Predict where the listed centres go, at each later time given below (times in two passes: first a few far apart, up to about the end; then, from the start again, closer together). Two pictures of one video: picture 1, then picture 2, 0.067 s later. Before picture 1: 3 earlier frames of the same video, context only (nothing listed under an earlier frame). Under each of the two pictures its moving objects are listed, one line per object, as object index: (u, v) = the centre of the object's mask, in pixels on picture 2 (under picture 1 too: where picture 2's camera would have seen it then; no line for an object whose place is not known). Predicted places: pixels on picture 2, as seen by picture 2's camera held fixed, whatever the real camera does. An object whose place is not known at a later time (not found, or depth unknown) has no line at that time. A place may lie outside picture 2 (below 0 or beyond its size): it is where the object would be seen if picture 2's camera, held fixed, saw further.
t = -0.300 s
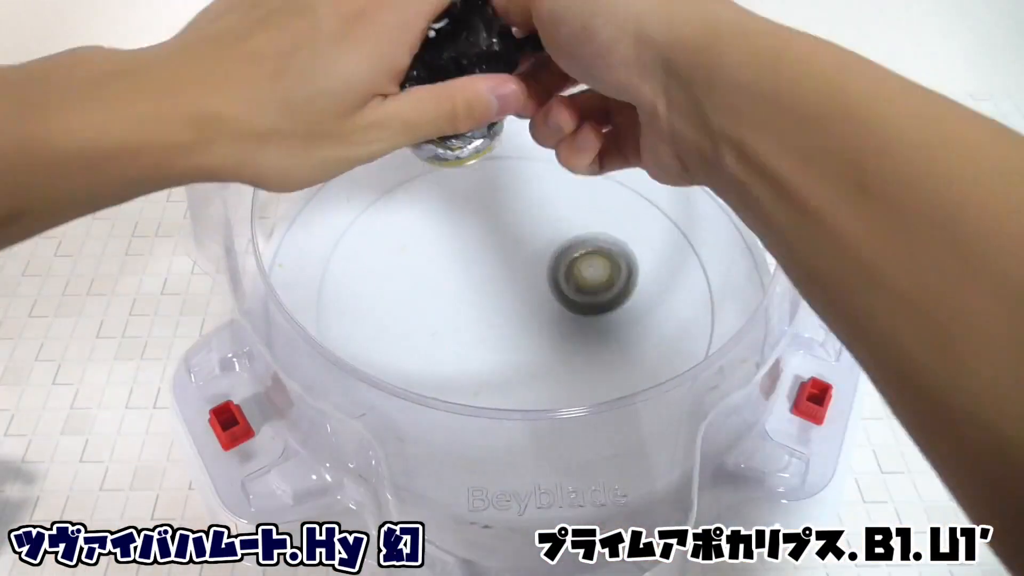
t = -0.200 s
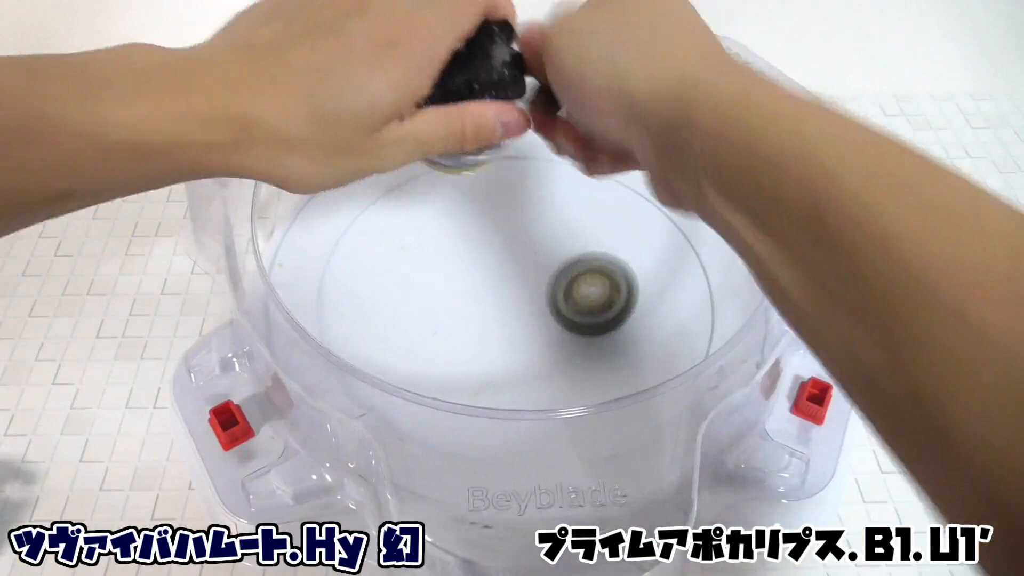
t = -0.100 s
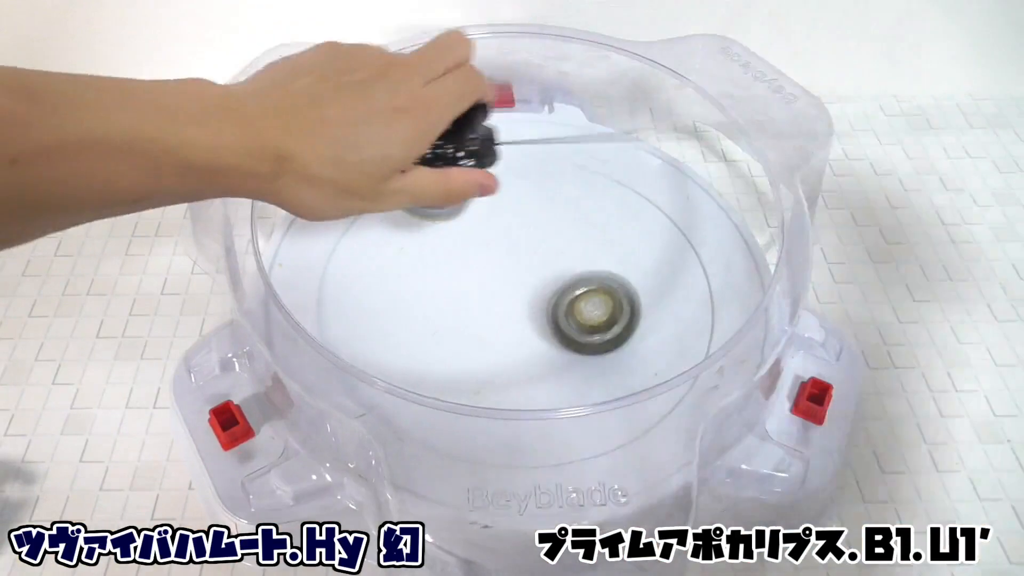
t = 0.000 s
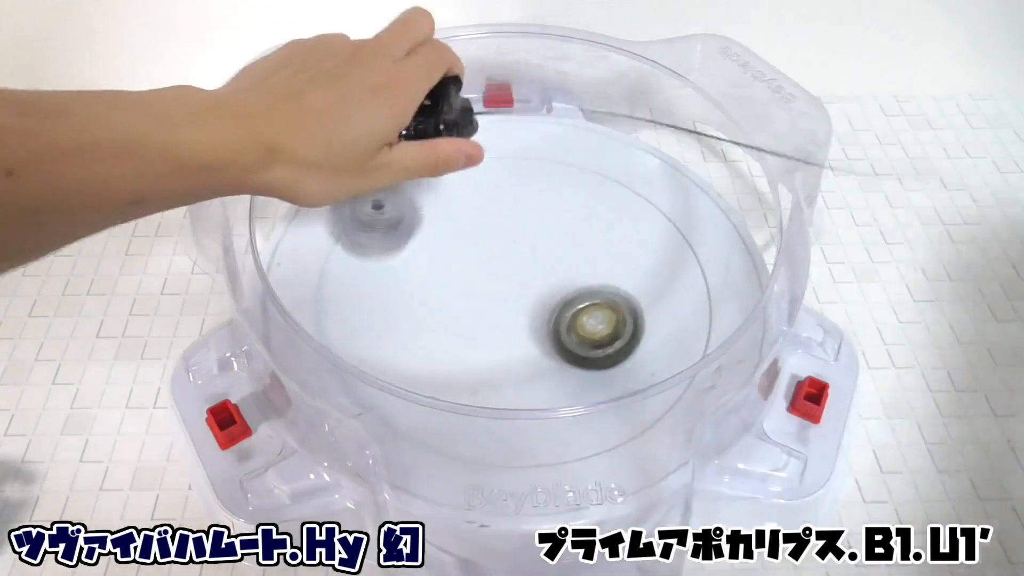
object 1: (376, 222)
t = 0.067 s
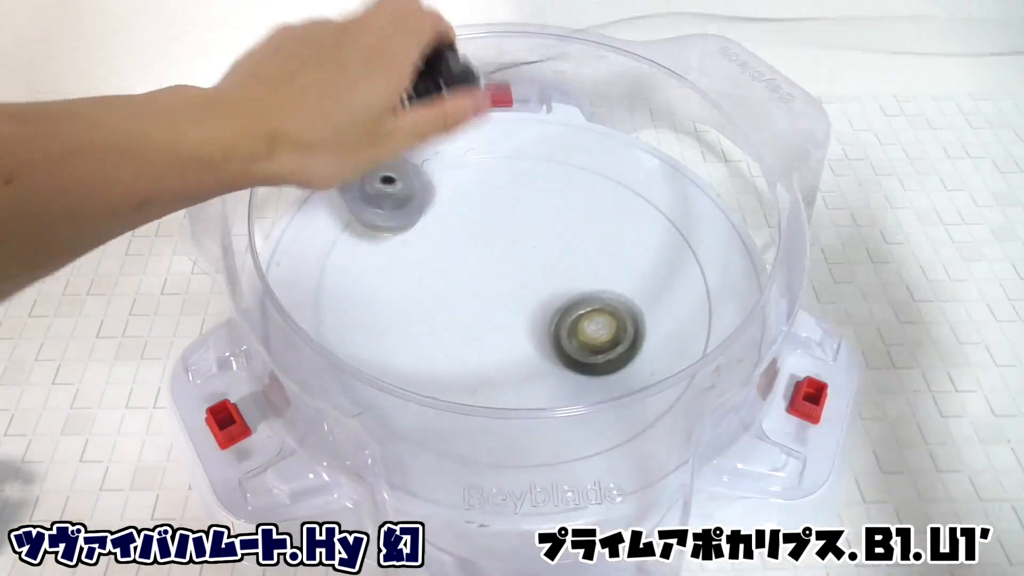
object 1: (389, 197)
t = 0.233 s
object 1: (446, 257)
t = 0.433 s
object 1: (492, 272)
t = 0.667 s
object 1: (495, 272)
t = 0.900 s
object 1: (358, 290)
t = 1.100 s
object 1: (513, 353)
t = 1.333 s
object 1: (607, 450)
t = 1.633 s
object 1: (705, 265)
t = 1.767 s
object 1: (670, 179)
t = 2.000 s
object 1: (568, 198)
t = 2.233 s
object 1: (484, 285)
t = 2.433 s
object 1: (538, 350)
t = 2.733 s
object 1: (555, 290)
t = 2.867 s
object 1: (541, 247)
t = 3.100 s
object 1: (603, 230)
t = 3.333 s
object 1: (394, 204)
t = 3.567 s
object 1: (379, 260)
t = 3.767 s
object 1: (466, 302)
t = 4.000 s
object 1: (521, 327)
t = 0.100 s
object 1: (392, 200)
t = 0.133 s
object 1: (399, 222)
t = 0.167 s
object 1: (411, 252)
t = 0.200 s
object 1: (427, 259)
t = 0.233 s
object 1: (446, 257)
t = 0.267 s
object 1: (467, 267)
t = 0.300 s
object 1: (490, 286)
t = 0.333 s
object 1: (507, 283)
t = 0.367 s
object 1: (501, 274)
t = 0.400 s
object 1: (496, 273)
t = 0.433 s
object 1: (492, 272)
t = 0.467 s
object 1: (489, 264)
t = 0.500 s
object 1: (489, 266)
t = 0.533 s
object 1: (488, 264)
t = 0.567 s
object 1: (489, 265)
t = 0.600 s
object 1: (490, 266)
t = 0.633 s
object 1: (493, 268)
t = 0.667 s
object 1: (495, 272)
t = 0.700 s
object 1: (437, 285)
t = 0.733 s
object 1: (366, 294)
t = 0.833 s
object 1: (306, 286)
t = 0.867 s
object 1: (334, 295)
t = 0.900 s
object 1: (358, 290)
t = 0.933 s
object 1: (389, 290)
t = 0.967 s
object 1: (416, 288)
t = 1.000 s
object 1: (443, 287)
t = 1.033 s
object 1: (466, 289)
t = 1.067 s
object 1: (490, 322)
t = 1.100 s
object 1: (513, 353)
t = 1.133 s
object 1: (533, 375)
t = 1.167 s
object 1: (554, 401)
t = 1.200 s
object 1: (583, 425)
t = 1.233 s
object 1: (593, 436)
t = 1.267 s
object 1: (602, 444)
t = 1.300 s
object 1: (606, 448)
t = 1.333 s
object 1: (607, 450)
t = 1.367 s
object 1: (604, 448)
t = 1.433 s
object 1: (590, 432)
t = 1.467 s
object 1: (635, 419)
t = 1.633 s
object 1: (705, 265)
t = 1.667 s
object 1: (699, 238)
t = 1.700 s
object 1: (689, 214)
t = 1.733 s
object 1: (680, 194)
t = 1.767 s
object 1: (670, 179)
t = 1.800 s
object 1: (659, 168)
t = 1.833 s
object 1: (646, 162)
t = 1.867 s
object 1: (634, 160)
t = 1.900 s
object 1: (620, 162)
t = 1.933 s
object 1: (603, 170)
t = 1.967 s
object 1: (588, 182)
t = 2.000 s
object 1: (568, 198)
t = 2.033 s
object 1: (552, 212)
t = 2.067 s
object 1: (538, 226)
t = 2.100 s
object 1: (524, 240)
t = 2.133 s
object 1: (512, 253)
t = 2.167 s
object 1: (501, 264)
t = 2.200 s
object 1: (491, 275)
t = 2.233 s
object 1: (484, 285)
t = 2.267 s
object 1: (477, 295)
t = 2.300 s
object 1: (474, 304)
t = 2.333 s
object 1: (472, 313)
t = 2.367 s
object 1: (474, 321)
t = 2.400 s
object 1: (480, 329)
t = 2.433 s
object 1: (538, 350)
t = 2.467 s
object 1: (596, 367)
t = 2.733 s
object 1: (555, 290)
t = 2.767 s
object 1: (527, 276)
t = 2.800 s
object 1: (503, 264)
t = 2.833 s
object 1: (487, 255)
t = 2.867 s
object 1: (541, 247)
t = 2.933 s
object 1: (655, 244)
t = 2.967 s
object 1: (701, 232)
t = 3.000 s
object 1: (713, 228)
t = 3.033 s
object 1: (675, 229)
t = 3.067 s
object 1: (642, 230)
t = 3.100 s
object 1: (603, 230)
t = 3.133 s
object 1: (568, 229)
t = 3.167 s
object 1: (534, 226)
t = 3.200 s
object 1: (500, 223)
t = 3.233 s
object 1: (471, 218)
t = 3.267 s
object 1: (442, 214)
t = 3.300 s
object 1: (416, 209)
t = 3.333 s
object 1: (394, 204)
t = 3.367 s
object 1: (379, 207)
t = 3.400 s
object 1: (368, 213)
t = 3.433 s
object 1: (363, 221)
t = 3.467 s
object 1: (362, 231)
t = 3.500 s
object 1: (365, 241)
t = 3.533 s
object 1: (371, 250)
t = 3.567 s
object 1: (379, 260)
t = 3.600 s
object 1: (392, 269)
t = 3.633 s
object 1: (406, 277)
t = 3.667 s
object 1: (421, 284)
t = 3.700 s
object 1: (436, 291)
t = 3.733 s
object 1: (451, 297)
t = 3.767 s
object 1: (466, 302)
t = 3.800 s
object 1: (479, 306)
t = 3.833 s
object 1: (492, 310)
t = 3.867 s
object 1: (501, 314)
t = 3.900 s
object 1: (510, 316)
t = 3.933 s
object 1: (516, 320)
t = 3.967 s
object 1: (520, 323)
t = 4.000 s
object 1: (521, 327)
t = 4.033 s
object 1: (519, 330)
